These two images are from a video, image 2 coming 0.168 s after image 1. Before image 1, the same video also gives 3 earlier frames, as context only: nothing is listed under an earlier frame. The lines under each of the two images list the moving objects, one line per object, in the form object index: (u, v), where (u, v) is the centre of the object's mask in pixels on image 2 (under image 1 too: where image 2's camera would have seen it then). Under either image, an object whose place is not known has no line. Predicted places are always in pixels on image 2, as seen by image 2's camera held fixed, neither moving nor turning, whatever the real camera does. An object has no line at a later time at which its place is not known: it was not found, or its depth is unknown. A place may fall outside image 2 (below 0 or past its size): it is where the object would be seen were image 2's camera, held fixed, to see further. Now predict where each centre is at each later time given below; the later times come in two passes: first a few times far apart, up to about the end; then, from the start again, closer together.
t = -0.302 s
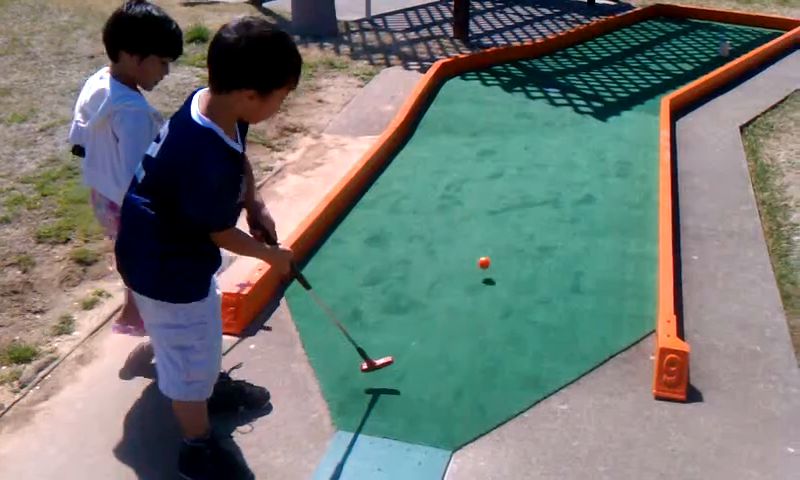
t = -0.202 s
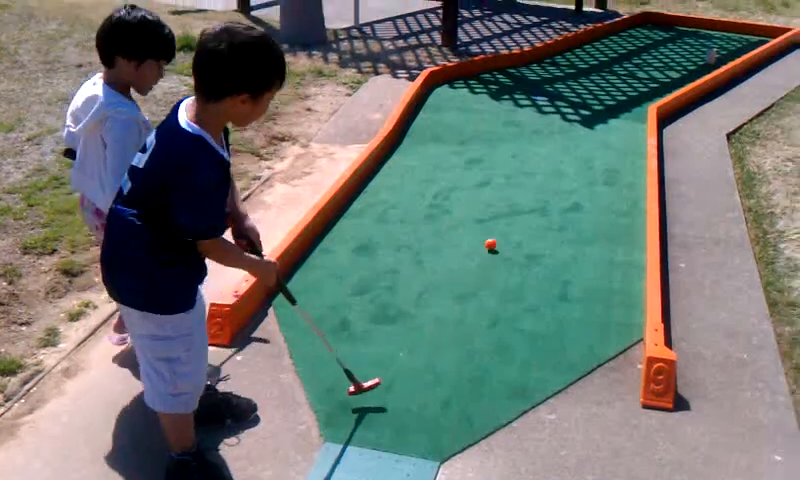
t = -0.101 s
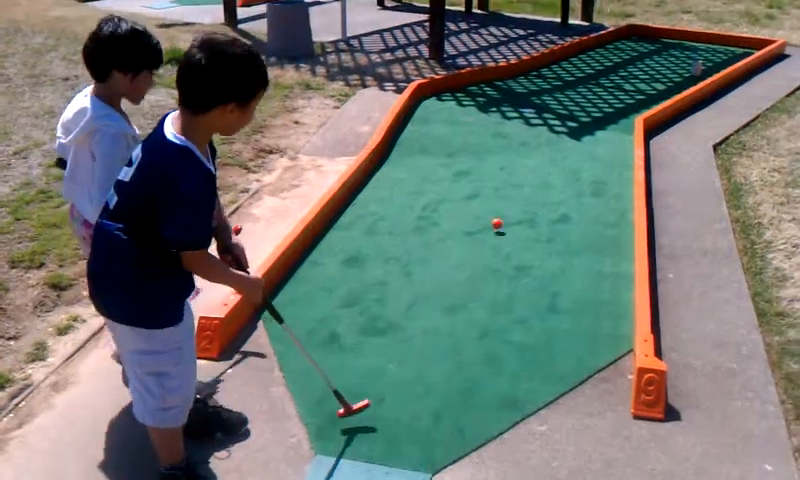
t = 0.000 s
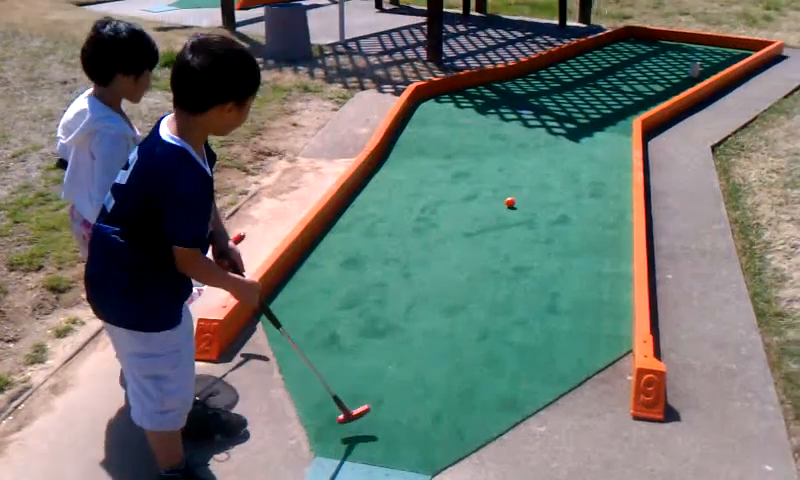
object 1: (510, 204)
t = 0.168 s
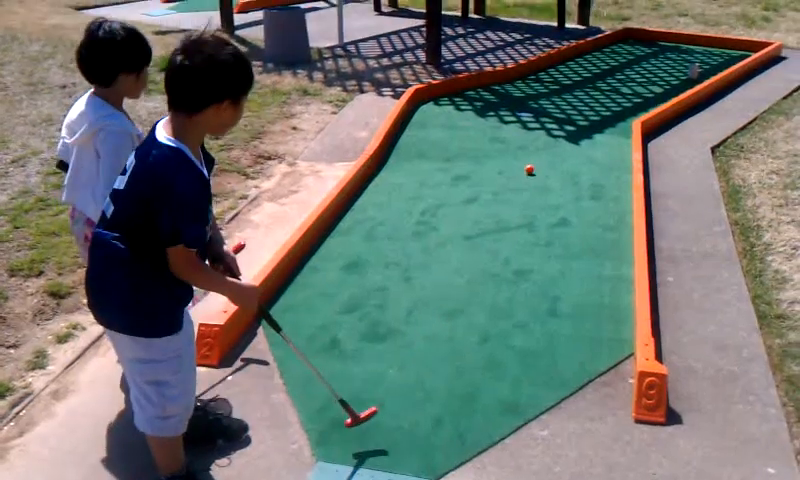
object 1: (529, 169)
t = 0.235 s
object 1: (535, 157)
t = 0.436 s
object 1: (554, 122)
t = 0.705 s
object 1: (575, 96)
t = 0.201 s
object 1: (532, 163)
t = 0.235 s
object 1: (535, 157)
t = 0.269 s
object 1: (538, 150)
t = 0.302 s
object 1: (542, 144)
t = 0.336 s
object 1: (545, 137)
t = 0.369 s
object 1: (547, 131)
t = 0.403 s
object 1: (550, 126)
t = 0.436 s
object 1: (554, 122)
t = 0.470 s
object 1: (557, 117)
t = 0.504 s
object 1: (558, 115)
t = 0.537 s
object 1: (561, 110)
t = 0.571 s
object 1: (564, 107)
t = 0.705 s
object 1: (575, 96)
